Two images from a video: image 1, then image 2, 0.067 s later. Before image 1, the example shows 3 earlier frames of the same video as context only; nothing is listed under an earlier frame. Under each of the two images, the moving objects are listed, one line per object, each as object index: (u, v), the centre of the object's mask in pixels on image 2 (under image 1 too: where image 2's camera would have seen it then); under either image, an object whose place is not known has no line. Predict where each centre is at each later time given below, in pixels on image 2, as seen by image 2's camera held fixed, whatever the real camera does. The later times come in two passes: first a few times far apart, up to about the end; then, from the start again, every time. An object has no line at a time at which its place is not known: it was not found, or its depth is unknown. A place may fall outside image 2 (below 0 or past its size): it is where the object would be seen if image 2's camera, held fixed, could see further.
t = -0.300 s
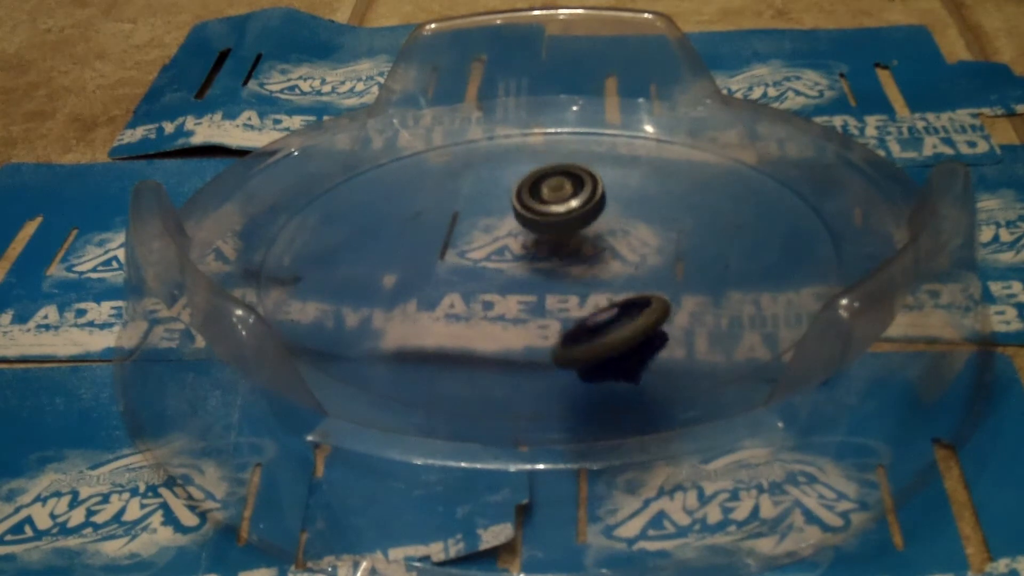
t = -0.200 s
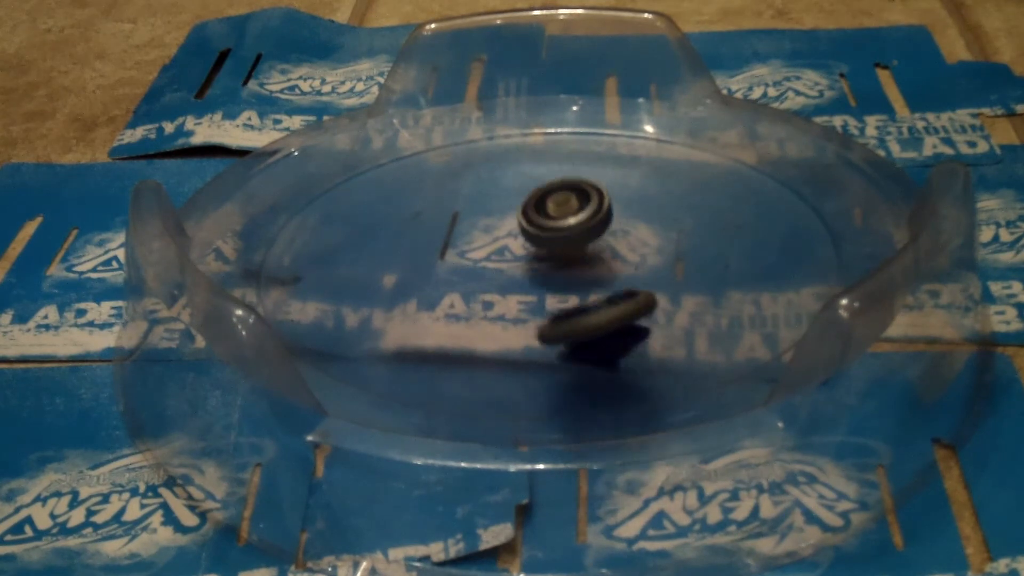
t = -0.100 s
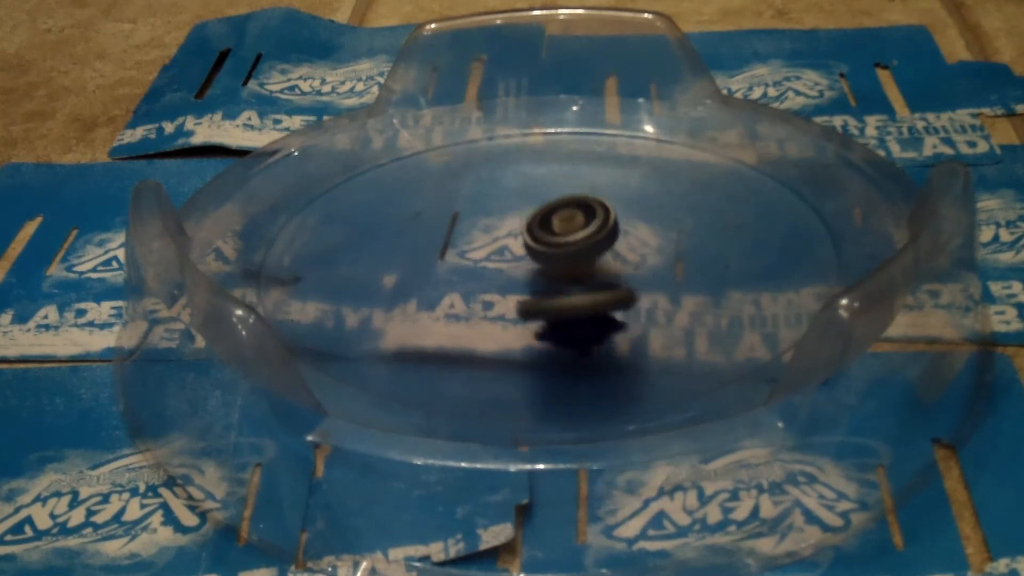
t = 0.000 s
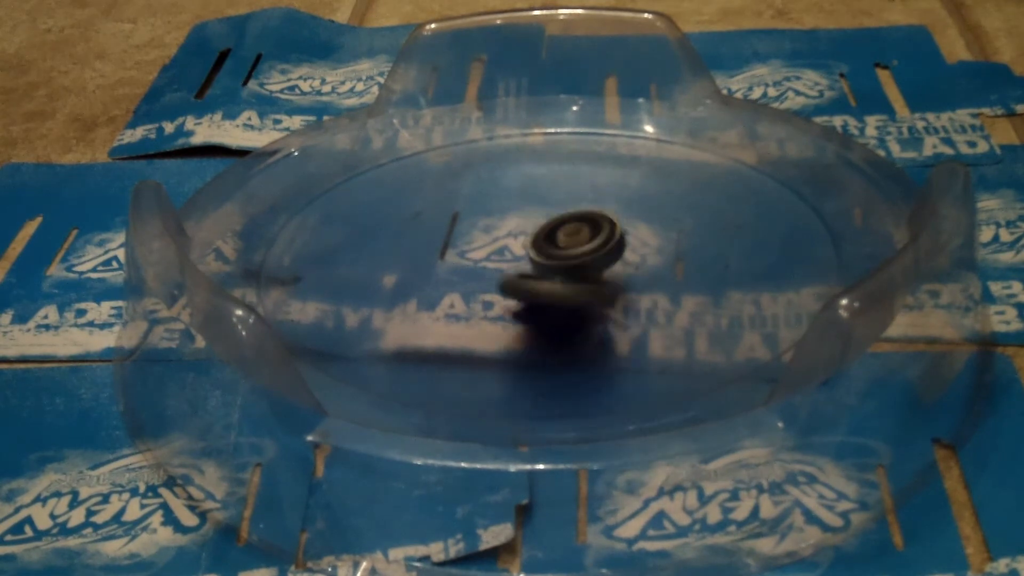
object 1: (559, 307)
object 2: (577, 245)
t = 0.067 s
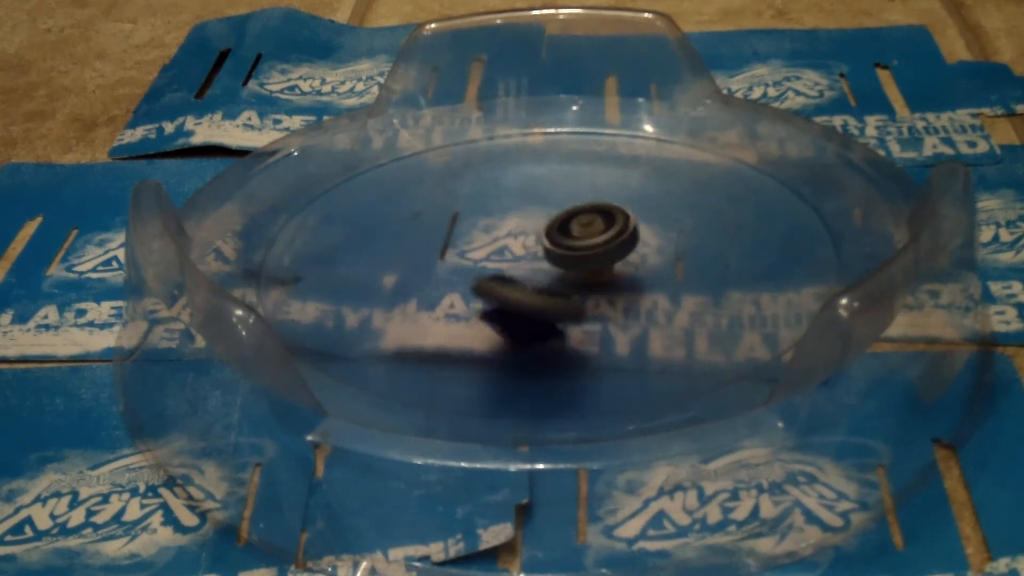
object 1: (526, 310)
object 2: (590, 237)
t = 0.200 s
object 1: (504, 305)
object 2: (589, 238)
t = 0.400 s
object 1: (460, 287)
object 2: (608, 230)
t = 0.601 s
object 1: (462, 280)
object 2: (603, 230)
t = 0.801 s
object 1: (427, 264)
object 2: (659, 217)
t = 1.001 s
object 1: (316, 244)
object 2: (738, 196)
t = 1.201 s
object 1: (382, 265)
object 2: (675, 230)
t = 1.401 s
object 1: (440, 280)
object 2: (602, 235)
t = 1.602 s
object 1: (458, 289)
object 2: (573, 245)
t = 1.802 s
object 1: (427, 303)
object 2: (565, 247)
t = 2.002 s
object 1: (415, 303)
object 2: (578, 242)
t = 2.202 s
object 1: (440, 295)
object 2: (567, 238)
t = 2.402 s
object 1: (497, 282)
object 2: (558, 227)
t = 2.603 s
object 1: (491, 291)
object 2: (583, 175)
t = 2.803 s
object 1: (500, 291)
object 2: (574, 168)
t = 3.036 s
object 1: (511, 292)
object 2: (557, 192)
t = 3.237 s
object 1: (517, 289)
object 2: (559, 216)
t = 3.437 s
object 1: (492, 314)
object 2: (593, 212)
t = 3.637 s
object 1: (502, 311)
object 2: (591, 215)
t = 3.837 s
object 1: (519, 307)
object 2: (563, 236)
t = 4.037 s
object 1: (532, 305)
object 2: (536, 246)
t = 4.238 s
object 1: (547, 353)
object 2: (530, 212)
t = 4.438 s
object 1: (604, 337)
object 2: (532, 215)
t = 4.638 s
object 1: (594, 301)
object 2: (533, 235)
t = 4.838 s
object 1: (601, 271)
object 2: (510, 243)
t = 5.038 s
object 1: (613, 256)
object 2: (513, 245)
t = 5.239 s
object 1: (625, 250)
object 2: (516, 250)
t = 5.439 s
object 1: (639, 256)
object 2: (505, 258)
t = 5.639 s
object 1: (618, 266)
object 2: (500, 265)
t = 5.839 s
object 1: (591, 281)
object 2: (490, 262)
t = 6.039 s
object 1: (597, 291)
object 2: (498, 262)
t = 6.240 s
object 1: (595, 287)
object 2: (498, 253)
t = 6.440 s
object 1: (619, 276)
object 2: (511, 244)
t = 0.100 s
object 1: (515, 309)
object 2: (592, 237)
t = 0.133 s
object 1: (508, 311)
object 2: (592, 236)
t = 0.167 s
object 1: (505, 308)
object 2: (591, 237)
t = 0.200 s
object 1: (504, 305)
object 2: (589, 238)
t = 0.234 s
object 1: (504, 300)
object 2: (587, 239)
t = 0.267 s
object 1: (506, 300)
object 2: (584, 241)
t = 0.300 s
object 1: (507, 296)
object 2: (581, 242)
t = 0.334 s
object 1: (505, 293)
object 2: (580, 242)
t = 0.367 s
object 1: (480, 294)
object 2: (595, 236)
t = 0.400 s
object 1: (460, 287)
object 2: (608, 230)
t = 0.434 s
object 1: (446, 288)
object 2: (613, 228)
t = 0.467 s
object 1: (443, 287)
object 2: (614, 228)
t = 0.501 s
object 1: (444, 283)
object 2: (613, 228)
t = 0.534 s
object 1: (450, 284)
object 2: (611, 228)
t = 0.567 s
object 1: (455, 282)
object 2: (607, 229)
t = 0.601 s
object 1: (462, 280)
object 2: (603, 230)
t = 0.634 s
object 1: (470, 277)
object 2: (598, 231)
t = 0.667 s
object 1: (480, 276)
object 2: (593, 233)
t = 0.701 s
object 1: (492, 272)
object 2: (587, 234)
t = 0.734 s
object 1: (496, 268)
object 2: (589, 234)
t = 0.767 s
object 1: (478, 265)
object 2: (600, 228)
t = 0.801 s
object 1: (427, 264)
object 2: (659, 217)
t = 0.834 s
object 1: (379, 254)
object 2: (700, 203)
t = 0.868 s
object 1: (345, 248)
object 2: (725, 195)
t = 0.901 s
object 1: (320, 244)
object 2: (738, 191)
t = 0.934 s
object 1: (309, 243)
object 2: (743, 191)
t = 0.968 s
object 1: (310, 242)
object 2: (741, 193)
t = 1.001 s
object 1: (316, 244)
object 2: (738, 196)
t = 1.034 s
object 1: (325, 247)
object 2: (732, 200)
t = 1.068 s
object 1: (335, 251)
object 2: (723, 207)
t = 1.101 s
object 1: (346, 254)
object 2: (714, 213)
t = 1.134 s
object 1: (358, 258)
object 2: (703, 219)
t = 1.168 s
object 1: (370, 261)
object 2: (690, 224)
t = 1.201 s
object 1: (382, 265)
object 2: (675, 230)
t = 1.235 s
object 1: (394, 269)
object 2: (659, 235)
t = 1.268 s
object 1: (406, 271)
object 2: (642, 237)
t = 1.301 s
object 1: (415, 274)
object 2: (627, 237)
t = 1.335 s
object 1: (424, 276)
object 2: (616, 238)
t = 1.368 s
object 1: (433, 278)
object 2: (608, 237)
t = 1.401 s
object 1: (440, 280)
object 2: (602, 235)
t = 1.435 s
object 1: (445, 283)
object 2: (599, 235)
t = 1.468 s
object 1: (449, 283)
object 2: (595, 236)
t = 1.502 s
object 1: (452, 284)
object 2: (591, 237)
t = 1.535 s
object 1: (455, 286)
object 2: (585, 239)
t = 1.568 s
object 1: (456, 288)
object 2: (580, 242)
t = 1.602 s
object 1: (458, 289)
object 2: (573, 245)
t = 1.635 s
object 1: (459, 290)
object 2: (567, 248)
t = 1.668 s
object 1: (459, 291)
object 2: (559, 250)
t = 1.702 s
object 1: (459, 293)
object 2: (552, 252)
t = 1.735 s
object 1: (459, 294)
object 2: (546, 261)
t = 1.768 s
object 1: (447, 297)
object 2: (551, 254)
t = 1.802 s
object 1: (427, 303)
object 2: (565, 247)
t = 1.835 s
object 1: (414, 307)
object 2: (574, 243)
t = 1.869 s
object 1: (409, 307)
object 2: (579, 242)
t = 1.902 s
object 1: (409, 307)
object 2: (581, 242)
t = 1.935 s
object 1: (410, 306)
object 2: (581, 242)
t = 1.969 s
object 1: (412, 305)
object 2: (580, 242)
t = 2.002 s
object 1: (415, 303)
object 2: (578, 242)
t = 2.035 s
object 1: (418, 301)
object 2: (576, 241)
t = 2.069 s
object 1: (422, 300)
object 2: (575, 241)
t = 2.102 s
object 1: (426, 298)
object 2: (574, 240)
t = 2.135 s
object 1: (430, 297)
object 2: (572, 240)
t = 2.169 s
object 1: (435, 296)
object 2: (570, 238)
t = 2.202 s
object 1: (440, 295)
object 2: (567, 238)
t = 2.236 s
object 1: (447, 295)
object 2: (564, 237)
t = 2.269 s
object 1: (453, 294)
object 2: (562, 237)
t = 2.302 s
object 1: (462, 293)
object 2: (559, 236)
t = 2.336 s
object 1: (475, 289)
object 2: (557, 235)
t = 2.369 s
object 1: (492, 284)
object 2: (555, 233)
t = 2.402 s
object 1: (497, 282)
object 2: (558, 227)
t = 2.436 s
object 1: (503, 279)
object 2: (561, 222)
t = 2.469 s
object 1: (510, 276)
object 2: (562, 218)
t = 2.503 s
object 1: (513, 275)
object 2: (567, 213)
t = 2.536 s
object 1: (503, 284)
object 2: (577, 197)
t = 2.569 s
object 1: (495, 287)
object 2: (582, 184)
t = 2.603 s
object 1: (491, 291)
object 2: (583, 175)
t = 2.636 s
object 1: (487, 292)
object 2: (582, 169)
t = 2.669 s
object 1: (487, 290)
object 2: (580, 166)
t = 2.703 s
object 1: (491, 289)
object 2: (578, 164)
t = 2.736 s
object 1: (495, 290)
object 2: (576, 164)
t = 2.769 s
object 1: (498, 289)
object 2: (575, 165)
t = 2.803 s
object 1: (500, 291)
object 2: (574, 168)
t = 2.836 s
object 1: (501, 291)
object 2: (572, 171)
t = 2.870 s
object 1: (502, 292)
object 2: (570, 176)
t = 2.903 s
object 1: (504, 291)
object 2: (566, 181)
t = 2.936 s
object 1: (506, 292)
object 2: (563, 185)
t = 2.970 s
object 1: (507, 292)
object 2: (560, 187)
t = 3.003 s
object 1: (508, 292)
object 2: (557, 190)
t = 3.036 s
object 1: (511, 292)
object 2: (557, 192)
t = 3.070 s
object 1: (514, 291)
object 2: (556, 194)
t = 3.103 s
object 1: (514, 291)
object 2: (557, 197)
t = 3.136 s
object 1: (515, 291)
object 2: (557, 201)
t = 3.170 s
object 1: (516, 290)
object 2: (558, 206)
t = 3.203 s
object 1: (516, 290)
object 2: (558, 211)
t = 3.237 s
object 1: (517, 289)
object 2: (559, 216)
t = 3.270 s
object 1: (519, 288)
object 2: (560, 221)
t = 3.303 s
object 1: (522, 288)
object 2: (562, 226)
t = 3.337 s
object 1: (523, 288)
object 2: (565, 229)
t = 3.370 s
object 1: (513, 297)
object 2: (571, 227)
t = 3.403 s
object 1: (501, 307)
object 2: (584, 217)
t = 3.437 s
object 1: (492, 314)
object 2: (593, 212)
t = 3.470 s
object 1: (487, 316)
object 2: (600, 209)
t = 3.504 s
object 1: (487, 316)
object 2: (601, 209)
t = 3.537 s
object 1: (491, 315)
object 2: (599, 210)
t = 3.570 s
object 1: (495, 313)
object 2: (597, 211)
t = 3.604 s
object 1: (498, 312)
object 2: (594, 213)
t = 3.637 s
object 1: (502, 311)
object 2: (591, 215)
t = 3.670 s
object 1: (505, 310)
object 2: (588, 217)
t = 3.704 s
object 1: (507, 309)
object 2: (584, 220)
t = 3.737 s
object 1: (510, 308)
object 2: (580, 224)
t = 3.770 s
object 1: (514, 307)
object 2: (575, 228)
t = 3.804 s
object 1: (516, 307)
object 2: (569, 232)
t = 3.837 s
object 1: (519, 307)
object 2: (563, 236)
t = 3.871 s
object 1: (521, 307)
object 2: (559, 239)
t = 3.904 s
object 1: (524, 307)
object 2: (554, 240)
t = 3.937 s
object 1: (527, 307)
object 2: (551, 241)
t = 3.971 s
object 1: (529, 307)
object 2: (546, 243)
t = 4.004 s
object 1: (531, 306)
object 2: (542, 244)
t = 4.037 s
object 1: (532, 305)
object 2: (536, 246)
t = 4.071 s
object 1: (534, 305)
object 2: (530, 247)
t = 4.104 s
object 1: (535, 306)
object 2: (522, 249)
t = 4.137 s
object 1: (532, 314)
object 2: (527, 242)
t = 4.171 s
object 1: (533, 330)
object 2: (529, 229)
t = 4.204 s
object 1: (537, 342)
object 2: (531, 220)
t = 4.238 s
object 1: (547, 353)
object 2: (530, 212)
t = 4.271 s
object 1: (561, 357)
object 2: (528, 209)
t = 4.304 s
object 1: (576, 358)
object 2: (526, 208)
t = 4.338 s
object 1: (588, 356)
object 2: (526, 209)
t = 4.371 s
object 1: (598, 349)
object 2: (527, 210)
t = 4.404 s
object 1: (602, 344)
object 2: (529, 212)
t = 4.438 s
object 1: (604, 337)
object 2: (532, 215)
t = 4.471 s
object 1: (603, 330)
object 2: (534, 221)
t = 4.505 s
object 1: (601, 323)
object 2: (536, 221)
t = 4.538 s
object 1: (599, 317)
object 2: (537, 225)
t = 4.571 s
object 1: (598, 312)
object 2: (537, 229)
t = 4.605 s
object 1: (595, 306)
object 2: (536, 233)
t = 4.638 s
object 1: (594, 301)
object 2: (533, 235)
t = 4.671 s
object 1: (593, 297)
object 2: (529, 237)
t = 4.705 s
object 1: (595, 291)
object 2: (524, 240)
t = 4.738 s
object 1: (596, 278)
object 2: (519, 241)
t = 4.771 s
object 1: (598, 273)
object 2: (514, 242)
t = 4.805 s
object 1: (599, 274)
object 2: (511, 242)
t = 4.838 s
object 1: (601, 271)
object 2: (510, 243)
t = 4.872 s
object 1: (603, 269)
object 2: (509, 243)
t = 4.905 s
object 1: (603, 267)
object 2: (510, 244)
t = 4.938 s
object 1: (605, 263)
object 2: (511, 244)
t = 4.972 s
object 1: (609, 261)
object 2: (511, 244)
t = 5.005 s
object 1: (612, 258)
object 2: (512, 245)
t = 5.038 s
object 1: (613, 256)
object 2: (513, 245)
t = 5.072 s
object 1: (615, 255)
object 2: (513, 246)
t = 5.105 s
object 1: (619, 252)
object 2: (514, 246)
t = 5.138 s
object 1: (623, 252)
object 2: (515, 247)
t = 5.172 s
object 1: (626, 249)
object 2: (515, 248)
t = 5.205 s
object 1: (626, 250)
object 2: (515, 249)
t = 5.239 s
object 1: (625, 250)
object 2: (516, 250)
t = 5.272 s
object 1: (627, 251)
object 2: (514, 251)
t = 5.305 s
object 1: (634, 251)
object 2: (508, 252)
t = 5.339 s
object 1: (638, 251)
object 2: (506, 253)
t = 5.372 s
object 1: (640, 252)
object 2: (506, 254)
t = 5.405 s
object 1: (640, 254)
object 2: (506, 256)
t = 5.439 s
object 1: (639, 256)
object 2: (505, 258)
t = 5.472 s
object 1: (637, 258)
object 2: (504, 260)
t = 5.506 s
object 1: (634, 258)
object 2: (503, 261)
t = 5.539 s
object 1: (630, 260)
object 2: (502, 262)
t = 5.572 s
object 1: (628, 260)
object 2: (502, 263)
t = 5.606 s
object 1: (623, 262)
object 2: (500, 264)
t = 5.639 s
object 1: (618, 266)
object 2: (500, 265)
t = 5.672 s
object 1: (612, 269)
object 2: (500, 265)
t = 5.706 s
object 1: (606, 271)
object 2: (499, 266)
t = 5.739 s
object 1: (599, 274)
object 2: (499, 265)
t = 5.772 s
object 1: (592, 279)
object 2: (498, 264)
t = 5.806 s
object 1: (591, 280)
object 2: (492, 263)
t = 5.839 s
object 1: (591, 281)
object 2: (490, 262)
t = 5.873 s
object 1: (590, 287)
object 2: (490, 262)
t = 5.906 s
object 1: (592, 289)
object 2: (490, 261)
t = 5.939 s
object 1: (594, 291)
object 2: (491, 260)
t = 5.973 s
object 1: (596, 291)
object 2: (493, 260)
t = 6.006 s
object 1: (597, 291)
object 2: (496, 261)
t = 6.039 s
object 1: (597, 291)
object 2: (498, 262)
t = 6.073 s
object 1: (595, 291)
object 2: (500, 262)
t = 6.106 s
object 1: (594, 290)
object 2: (502, 260)
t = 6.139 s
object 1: (596, 290)
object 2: (499, 259)
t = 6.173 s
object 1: (596, 289)
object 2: (497, 257)
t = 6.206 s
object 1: (595, 288)
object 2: (497, 254)
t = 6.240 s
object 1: (595, 287)
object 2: (498, 253)
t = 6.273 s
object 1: (598, 286)
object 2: (499, 251)
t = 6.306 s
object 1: (601, 285)
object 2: (500, 250)
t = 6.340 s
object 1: (605, 282)
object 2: (503, 248)
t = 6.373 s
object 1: (612, 278)
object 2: (505, 246)
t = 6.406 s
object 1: (617, 275)
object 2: (508, 244)
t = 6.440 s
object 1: (619, 276)
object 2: (511, 244)
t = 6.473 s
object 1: (620, 275)
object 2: (515, 243)
